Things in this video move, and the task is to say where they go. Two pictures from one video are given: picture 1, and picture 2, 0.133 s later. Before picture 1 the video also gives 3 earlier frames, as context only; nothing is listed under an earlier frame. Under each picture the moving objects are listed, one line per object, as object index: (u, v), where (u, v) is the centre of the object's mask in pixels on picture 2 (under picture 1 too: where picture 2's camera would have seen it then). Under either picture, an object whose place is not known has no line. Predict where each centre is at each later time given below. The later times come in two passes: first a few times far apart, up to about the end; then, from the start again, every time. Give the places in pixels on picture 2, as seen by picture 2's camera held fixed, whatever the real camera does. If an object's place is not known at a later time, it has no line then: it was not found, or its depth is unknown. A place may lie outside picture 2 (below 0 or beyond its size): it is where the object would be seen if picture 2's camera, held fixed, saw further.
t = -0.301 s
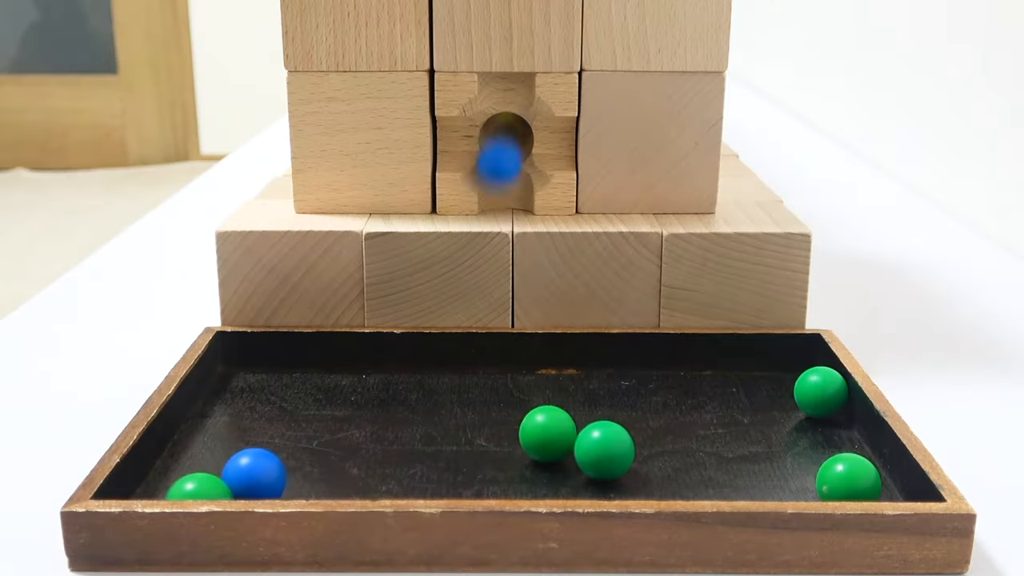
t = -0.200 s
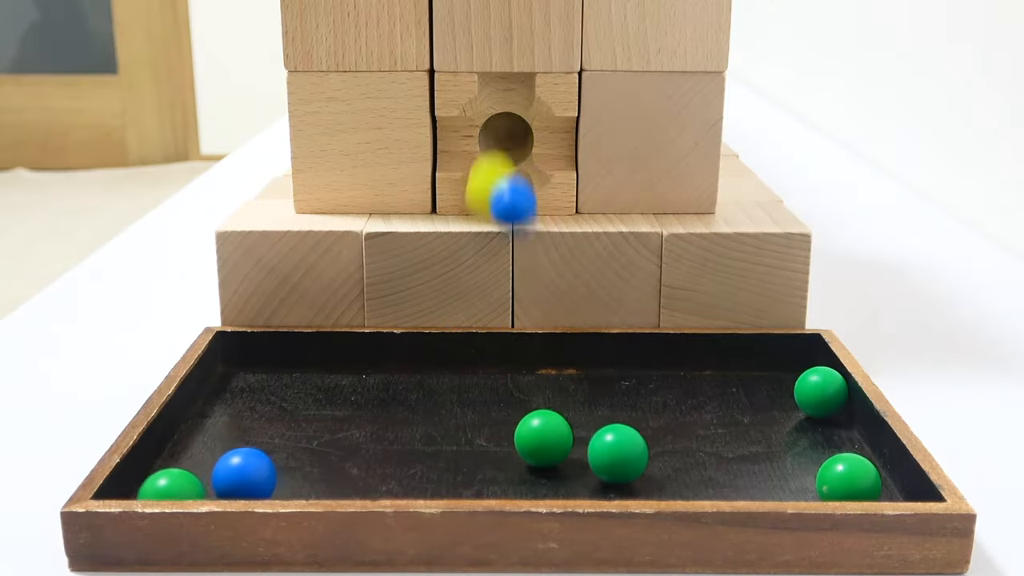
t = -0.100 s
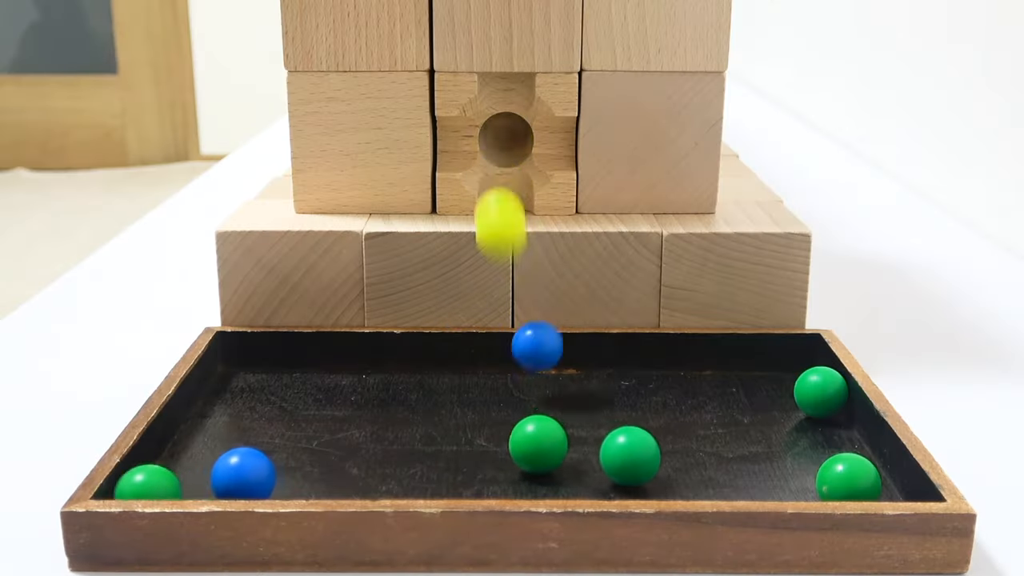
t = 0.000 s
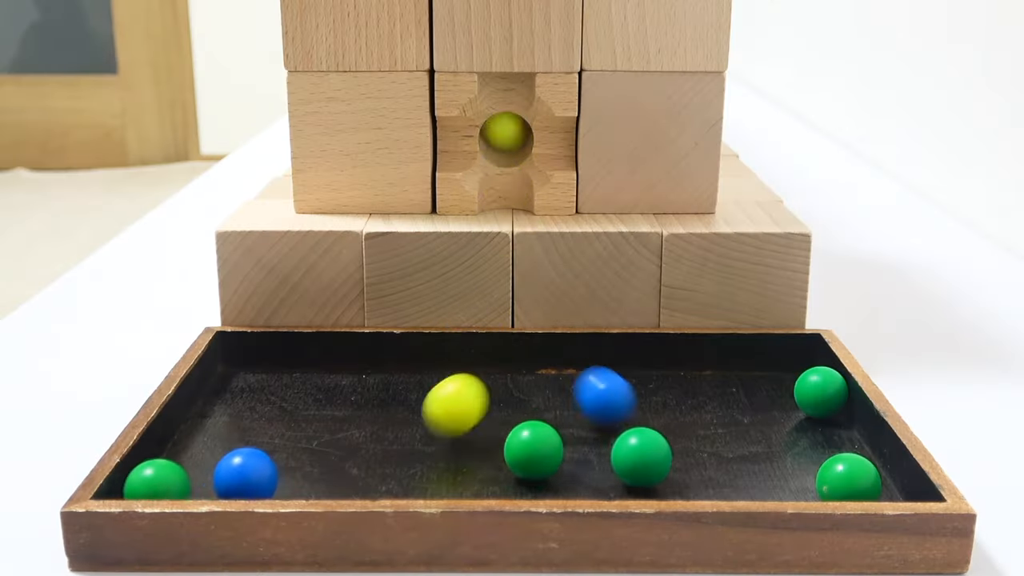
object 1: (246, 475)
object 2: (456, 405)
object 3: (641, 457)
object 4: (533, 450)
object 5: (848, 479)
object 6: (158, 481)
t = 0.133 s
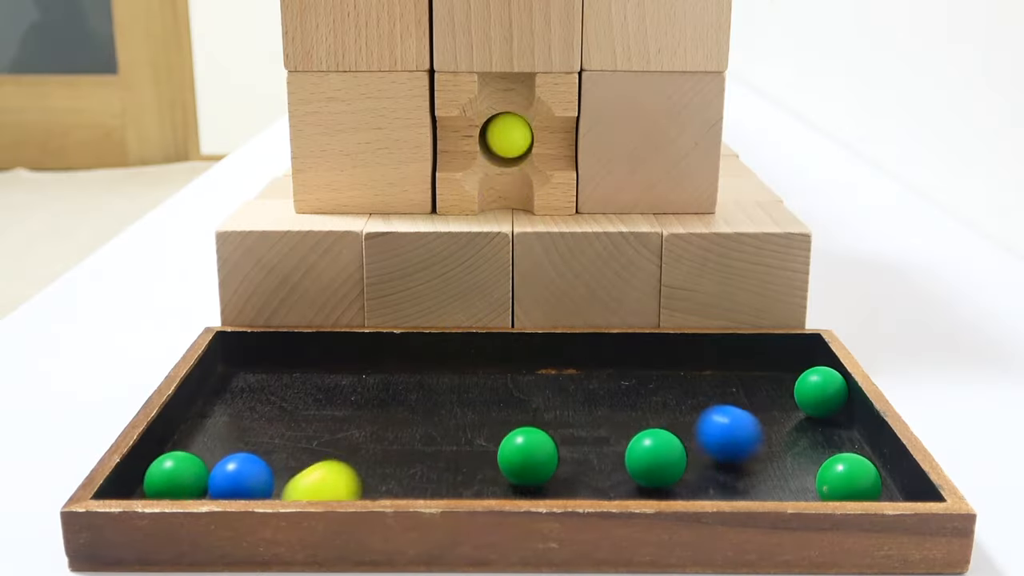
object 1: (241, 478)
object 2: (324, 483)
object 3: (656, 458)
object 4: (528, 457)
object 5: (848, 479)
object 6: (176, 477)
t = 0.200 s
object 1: (238, 477)
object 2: (294, 485)
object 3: (661, 459)
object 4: (525, 460)
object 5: (848, 479)
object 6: (160, 473)
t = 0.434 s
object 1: (240, 472)
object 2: (283, 485)
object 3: (664, 462)
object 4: (516, 471)
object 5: (885, 487)
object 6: (219, 445)
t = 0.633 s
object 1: (236, 475)
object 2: (285, 487)
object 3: (669, 488)
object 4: (510, 475)
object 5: (888, 484)
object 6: (279, 438)
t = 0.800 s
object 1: (231, 473)
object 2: (275, 486)
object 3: (686, 477)
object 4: (511, 475)
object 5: (882, 490)
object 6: (321, 424)
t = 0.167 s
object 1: (237, 477)
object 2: (293, 486)
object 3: (658, 459)
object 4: (526, 458)
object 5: (848, 479)
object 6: (178, 476)
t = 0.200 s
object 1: (238, 477)
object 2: (294, 485)
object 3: (661, 459)
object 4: (525, 460)
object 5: (848, 479)
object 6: (160, 473)
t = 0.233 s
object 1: (239, 476)
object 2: (293, 485)
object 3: (662, 459)
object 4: (524, 462)
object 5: (857, 481)
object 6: (168, 470)
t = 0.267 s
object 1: (239, 476)
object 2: (291, 485)
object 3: (663, 459)
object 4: (523, 464)
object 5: (874, 486)
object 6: (178, 468)
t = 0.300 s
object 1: (240, 475)
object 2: (290, 485)
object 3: (664, 461)
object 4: (521, 467)
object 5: (889, 490)
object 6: (187, 465)
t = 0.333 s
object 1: (240, 474)
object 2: (288, 485)
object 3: (665, 461)
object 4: (520, 467)
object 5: (897, 490)
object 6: (194, 460)
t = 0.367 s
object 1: (240, 473)
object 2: (287, 485)
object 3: (665, 462)
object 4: (519, 469)
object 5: (892, 489)
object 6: (202, 455)
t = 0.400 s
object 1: (239, 472)
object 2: (285, 485)
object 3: (665, 462)
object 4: (518, 470)
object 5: (888, 488)
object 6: (210, 450)
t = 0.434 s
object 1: (240, 472)
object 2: (283, 485)
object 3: (664, 462)
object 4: (516, 471)
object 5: (885, 487)
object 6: (219, 445)
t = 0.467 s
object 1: (240, 472)
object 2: (282, 485)
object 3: (663, 462)
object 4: (515, 472)
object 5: (883, 486)
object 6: (230, 440)
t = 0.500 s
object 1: (239, 472)
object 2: (282, 485)
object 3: (662, 462)
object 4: (513, 473)
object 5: (883, 485)
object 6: (242, 438)
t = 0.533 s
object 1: (239, 473)
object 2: (282, 486)
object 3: (660, 462)
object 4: (513, 473)
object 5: (886, 484)
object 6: (253, 437)
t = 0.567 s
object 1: (238, 473)
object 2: (283, 486)
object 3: (659, 465)
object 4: (512, 474)
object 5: (889, 484)
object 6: (263, 437)
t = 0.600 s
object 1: (236, 474)
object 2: (283, 487)
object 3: (662, 479)
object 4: (511, 474)
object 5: (888, 484)
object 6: (271, 437)
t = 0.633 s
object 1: (236, 475)
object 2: (285, 487)
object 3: (669, 488)
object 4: (510, 475)
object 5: (888, 484)
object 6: (279, 438)
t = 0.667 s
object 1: (236, 475)
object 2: (286, 487)
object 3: (673, 486)
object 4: (510, 475)
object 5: (888, 484)
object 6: (286, 437)
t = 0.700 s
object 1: (237, 475)
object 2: (287, 487)
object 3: (675, 484)
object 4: (509, 475)
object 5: (886, 486)
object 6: (295, 434)
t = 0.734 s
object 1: (237, 475)
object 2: (287, 487)
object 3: (679, 481)
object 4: (510, 475)
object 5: (885, 487)
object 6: (302, 430)
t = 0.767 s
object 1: (238, 474)
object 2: (283, 488)
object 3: (682, 479)
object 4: (510, 475)
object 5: (883, 489)
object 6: (312, 425)
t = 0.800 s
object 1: (231, 473)
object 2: (275, 486)
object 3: (686, 477)
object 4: (511, 475)
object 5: (882, 490)
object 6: (321, 424)
